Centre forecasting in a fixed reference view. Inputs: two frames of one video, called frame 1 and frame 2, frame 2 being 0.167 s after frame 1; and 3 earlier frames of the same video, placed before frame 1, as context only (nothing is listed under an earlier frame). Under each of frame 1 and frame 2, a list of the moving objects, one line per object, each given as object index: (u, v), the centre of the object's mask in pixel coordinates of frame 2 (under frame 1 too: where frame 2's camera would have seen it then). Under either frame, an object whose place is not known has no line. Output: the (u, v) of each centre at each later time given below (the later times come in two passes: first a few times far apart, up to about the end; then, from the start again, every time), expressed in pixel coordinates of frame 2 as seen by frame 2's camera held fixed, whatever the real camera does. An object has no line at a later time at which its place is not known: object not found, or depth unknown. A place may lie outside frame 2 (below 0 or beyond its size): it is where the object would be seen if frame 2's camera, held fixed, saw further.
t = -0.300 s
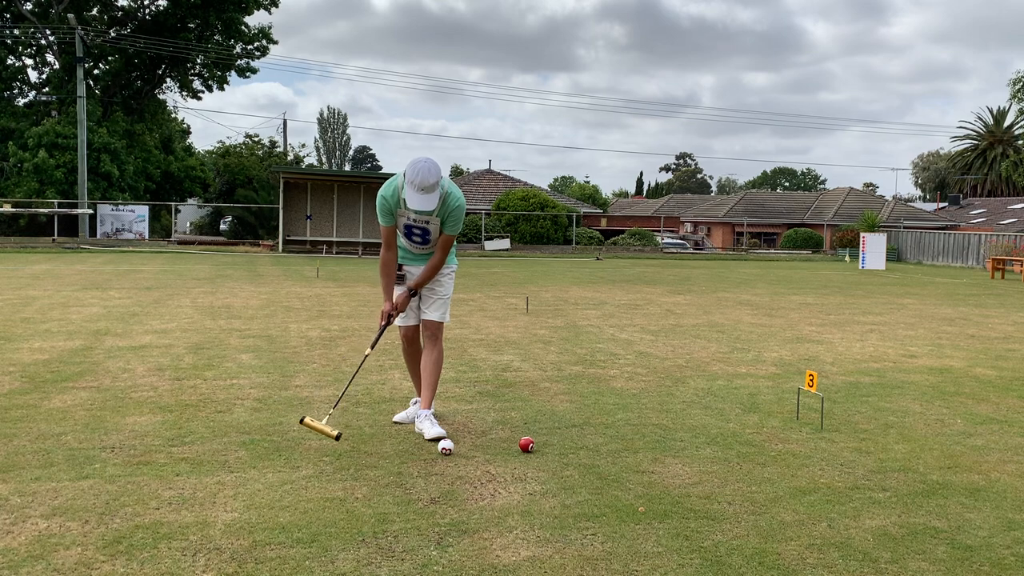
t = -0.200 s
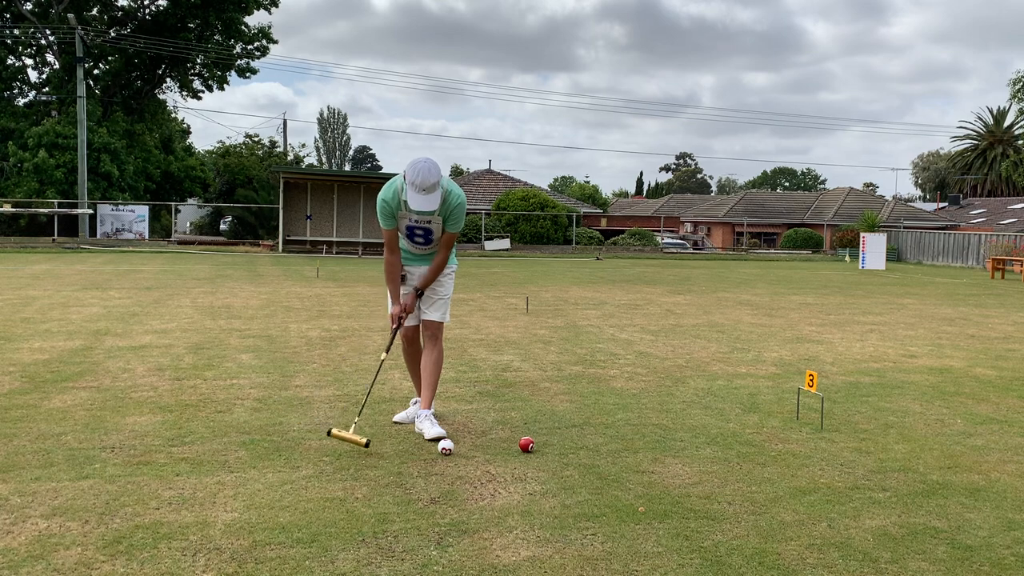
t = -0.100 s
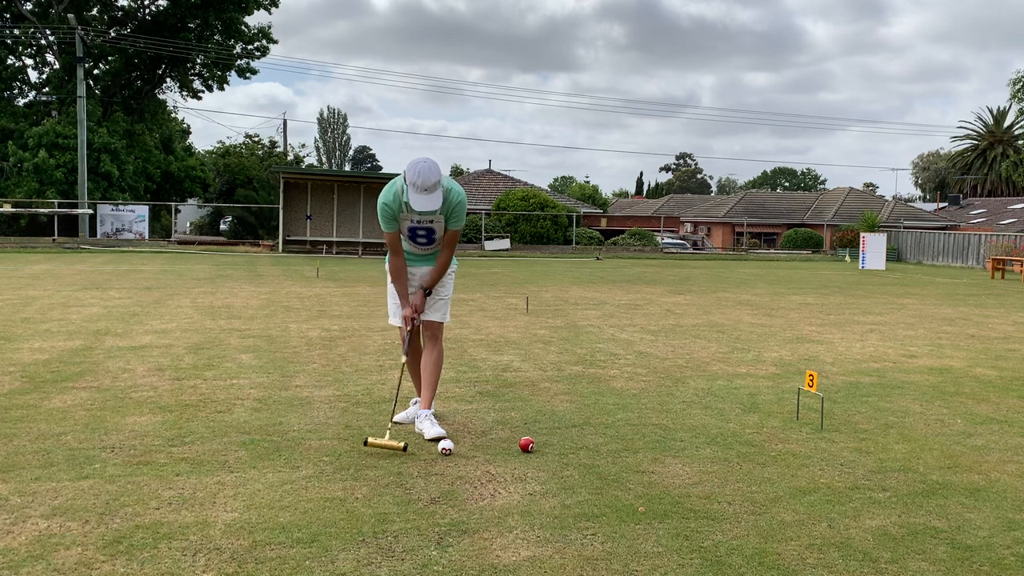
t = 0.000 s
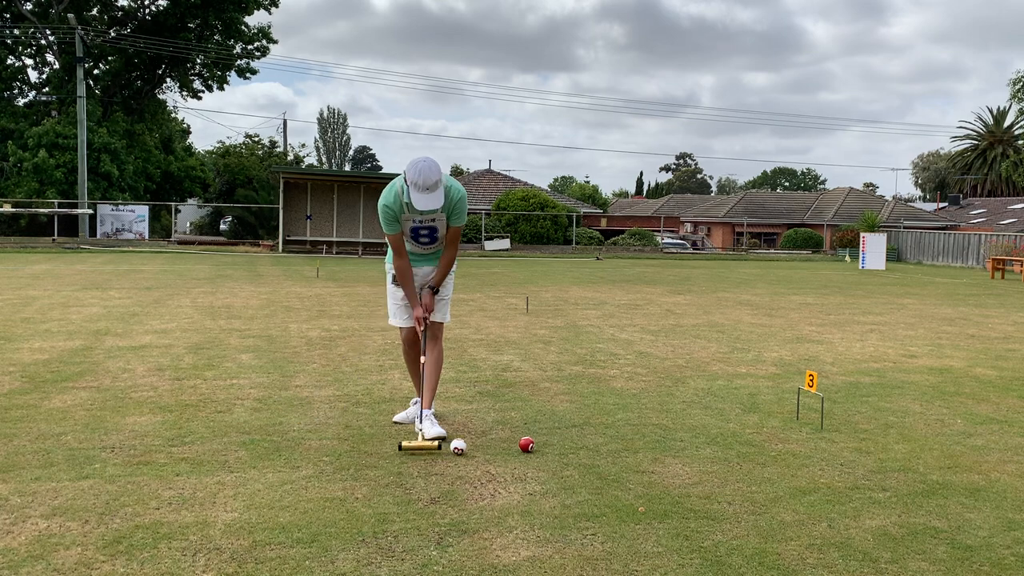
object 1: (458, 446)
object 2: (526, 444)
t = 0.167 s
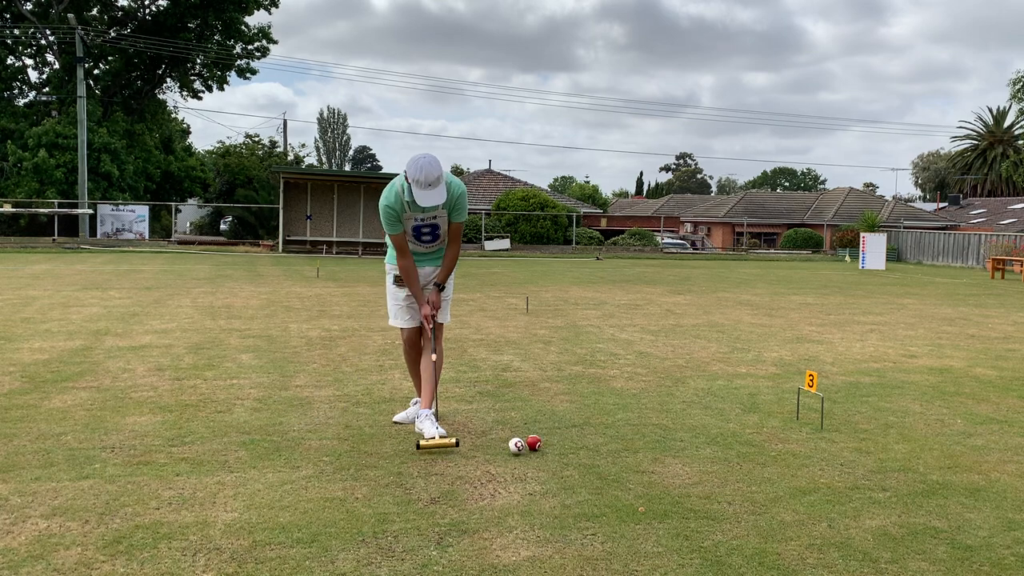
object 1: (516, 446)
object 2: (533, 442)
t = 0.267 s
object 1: (526, 449)
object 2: (549, 441)
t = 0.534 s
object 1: (555, 454)
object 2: (581, 436)
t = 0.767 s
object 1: (573, 458)
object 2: (602, 433)
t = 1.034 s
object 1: (584, 458)
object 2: (614, 430)
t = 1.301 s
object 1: (582, 458)
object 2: (619, 428)
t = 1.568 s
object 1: (582, 458)
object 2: (619, 428)
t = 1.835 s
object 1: (582, 458)
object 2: (619, 427)
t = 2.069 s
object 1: (582, 458)
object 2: (619, 427)
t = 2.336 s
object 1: (582, 458)
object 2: (619, 427)
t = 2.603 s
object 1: (582, 458)
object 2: (619, 427)
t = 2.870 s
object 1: (582, 458)
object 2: (619, 427)
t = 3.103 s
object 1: (582, 458)
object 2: (619, 427)
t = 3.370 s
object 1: (582, 458)
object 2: (619, 427)
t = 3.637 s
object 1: (582, 458)
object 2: (619, 427)
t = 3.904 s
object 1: (582, 458)
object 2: (619, 427)
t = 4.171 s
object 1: (582, 458)
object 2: (619, 427)
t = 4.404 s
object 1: (582, 458)
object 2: (619, 427)
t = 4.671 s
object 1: (582, 458)
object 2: (619, 427)
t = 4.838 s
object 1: (582, 458)
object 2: (619, 427)
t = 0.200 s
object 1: (519, 448)
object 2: (539, 442)
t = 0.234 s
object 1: (523, 449)
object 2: (545, 441)
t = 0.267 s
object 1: (526, 449)
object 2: (549, 441)
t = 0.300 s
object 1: (530, 451)
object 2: (554, 440)
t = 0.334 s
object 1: (534, 451)
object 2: (558, 440)
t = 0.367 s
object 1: (538, 452)
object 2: (562, 439)
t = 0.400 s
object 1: (542, 453)
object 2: (566, 438)
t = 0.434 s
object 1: (545, 453)
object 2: (570, 438)
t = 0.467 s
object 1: (548, 454)
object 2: (574, 437)
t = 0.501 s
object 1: (552, 454)
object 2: (578, 437)
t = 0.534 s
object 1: (555, 454)
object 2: (581, 436)
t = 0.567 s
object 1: (558, 454)
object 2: (584, 436)
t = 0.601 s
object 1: (561, 456)
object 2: (588, 436)
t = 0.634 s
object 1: (563, 456)
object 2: (591, 435)
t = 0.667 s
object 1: (566, 457)
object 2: (594, 435)
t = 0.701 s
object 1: (568, 457)
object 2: (596, 434)
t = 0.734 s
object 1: (571, 457)
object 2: (599, 434)
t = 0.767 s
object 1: (573, 458)
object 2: (602, 433)
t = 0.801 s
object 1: (575, 458)
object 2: (604, 433)
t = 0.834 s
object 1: (577, 458)
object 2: (606, 432)
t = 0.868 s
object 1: (579, 458)
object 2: (608, 432)
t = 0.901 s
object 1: (581, 458)
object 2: (609, 432)
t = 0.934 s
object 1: (582, 458)
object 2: (611, 431)
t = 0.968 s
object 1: (583, 458)
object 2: (613, 431)
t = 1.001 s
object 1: (584, 458)
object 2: (613, 430)
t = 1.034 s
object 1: (584, 458)
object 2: (614, 430)
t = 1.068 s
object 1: (585, 458)
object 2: (615, 430)
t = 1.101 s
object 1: (585, 458)
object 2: (616, 429)
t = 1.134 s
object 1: (584, 458)
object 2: (616, 429)
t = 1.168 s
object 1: (584, 458)
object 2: (617, 428)
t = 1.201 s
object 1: (584, 458)
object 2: (617, 428)
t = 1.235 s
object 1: (583, 458)
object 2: (618, 428)
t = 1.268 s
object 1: (583, 458)
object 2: (619, 428)
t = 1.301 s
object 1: (582, 458)
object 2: (619, 428)
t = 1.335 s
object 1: (582, 458)
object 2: (619, 428)
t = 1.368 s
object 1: (582, 458)
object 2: (620, 428)
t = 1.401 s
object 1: (582, 458)
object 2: (620, 428)
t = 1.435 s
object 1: (582, 458)
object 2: (620, 428)
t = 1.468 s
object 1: (582, 458)
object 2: (620, 428)
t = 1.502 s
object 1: (582, 458)
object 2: (620, 428)
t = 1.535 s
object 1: (582, 458)
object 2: (620, 427)
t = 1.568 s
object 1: (582, 458)
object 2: (619, 428)
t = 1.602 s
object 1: (582, 458)
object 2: (619, 427)
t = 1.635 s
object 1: (582, 458)
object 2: (619, 427)
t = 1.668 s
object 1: (582, 458)
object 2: (619, 427)
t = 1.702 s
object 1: (582, 458)
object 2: (619, 427)
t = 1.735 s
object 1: (582, 458)
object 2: (619, 427)
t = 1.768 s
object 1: (582, 458)
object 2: (619, 427)
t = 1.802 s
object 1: (582, 458)
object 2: (619, 427)
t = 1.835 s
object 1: (582, 458)
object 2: (619, 427)
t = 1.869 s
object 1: (582, 458)
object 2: (619, 427)
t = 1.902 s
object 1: (582, 458)
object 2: (619, 427)
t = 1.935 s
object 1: (582, 458)
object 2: (619, 427)
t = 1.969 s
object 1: (582, 458)
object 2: (619, 427)
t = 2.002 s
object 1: (582, 458)
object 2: (619, 427)
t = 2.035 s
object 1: (582, 458)
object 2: (619, 427)
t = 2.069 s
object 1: (582, 458)
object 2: (619, 427)
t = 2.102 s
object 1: (582, 458)
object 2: (619, 427)
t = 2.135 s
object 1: (582, 458)
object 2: (619, 427)
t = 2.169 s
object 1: (582, 458)
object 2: (619, 427)
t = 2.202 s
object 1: (582, 458)
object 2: (619, 427)
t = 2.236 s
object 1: (582, 458)
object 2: (619, 427)
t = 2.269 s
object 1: (582, 458)
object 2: (619, 427)
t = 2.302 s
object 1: (582, 458)
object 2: (619, 427)
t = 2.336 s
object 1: (582, 458)
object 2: (619, 427)
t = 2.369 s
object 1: (582, 458)
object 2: (619, 427)
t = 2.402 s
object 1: (582, 458)
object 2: (619, 427)
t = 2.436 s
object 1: (582, 458)
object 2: (619, 427)
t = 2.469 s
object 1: (582, 458)
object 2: (619, 427)
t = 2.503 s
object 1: (582, 458)
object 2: (619, 427)
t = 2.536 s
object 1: (582, 458)
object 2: (619, 427)
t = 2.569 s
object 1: (582, 458)
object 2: (619, 427)
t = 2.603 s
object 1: (582, 458)
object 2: (619, 427)
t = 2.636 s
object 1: (582, 458)
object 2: (619, 427)
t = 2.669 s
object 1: (582, 458)
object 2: (619, 427)
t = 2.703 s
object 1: (582, 458)
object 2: (619, 427)
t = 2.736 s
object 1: (582, 458)
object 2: (619, 427)
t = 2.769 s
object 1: (582, 458)
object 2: (619, 427)
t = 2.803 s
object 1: (582, 458)
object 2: (619, 427)
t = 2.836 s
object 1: (582, 458)
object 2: (619, 427)
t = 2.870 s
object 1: (582, 458)
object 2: (619, 427)
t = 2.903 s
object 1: (582, 458)
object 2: (619, 427)
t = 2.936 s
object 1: (582, 458)
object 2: (619, 427)
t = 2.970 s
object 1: (582, 458)
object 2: (619, 427)
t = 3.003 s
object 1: (582, 458)
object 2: (619, 427)
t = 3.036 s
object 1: (582, 458)
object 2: (619, 427)
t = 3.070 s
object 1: (582, 458)
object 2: (619, 427)
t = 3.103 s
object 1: (582, 458)
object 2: (619, 427)
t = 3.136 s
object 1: (582, 458)
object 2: (619, 427)
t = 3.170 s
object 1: (582, 458)
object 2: (619, 427)
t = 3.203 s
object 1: (582, 458)
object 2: (619, 427)
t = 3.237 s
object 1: (582, 458)
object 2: (619, 427)
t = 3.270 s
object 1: (582, 458)
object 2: (619, 427)
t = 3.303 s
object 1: (582, 458)
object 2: (619, 427)
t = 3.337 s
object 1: (582, 458)
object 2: (619, 427)
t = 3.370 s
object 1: (582, 458)
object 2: (619, 427)
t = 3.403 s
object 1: (582, 458)
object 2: (619, 427)
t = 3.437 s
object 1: (582, 458)
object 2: (619, 427)
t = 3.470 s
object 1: (582, 458)
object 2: (619, 427)
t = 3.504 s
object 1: (582, 458)
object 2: (619, 427)
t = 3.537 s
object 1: (582, 458)
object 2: (619, 427)
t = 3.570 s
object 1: (582, 458)
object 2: (619, 427)
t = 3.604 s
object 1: (582, 458)
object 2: (619, 427)
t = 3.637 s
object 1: (582, 458)
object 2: (619, 427)
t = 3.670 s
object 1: (582, 458)
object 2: (619, 427)
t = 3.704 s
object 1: (582, 458)
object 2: (619, 427)
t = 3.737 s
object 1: (582, 458)
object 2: (619, 427)
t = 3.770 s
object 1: (582, 458)
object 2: (619, 427)
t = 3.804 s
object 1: (582, 458)
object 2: (619, 427)
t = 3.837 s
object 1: (582, 458)
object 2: (619, 427)
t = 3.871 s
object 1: (582, 458)
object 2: (619, 427)
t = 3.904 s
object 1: (582, 458)
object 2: (619, 427)
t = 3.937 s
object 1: (582, 458)
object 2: (619, 427)
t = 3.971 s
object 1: (582, 458)
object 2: (619, 427)
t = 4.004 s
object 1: (582, 458)
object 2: (619, 427)
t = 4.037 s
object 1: (582, 458)
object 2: (619, 427)
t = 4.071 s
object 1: (582, 458)
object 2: (619, 427)
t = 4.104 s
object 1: (582, 458)
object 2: (619, 427)
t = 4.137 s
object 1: (582, 458)
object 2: (619, 427)
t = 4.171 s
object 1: (582, 458)
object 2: (619, 427)
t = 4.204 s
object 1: (582, 458)
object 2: (619, 427)
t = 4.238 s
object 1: (582, 458)
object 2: (619, 427)
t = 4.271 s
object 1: (582, 458)
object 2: (619, 427)
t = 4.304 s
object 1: (582, 458)
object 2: (619, 427)
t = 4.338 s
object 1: (582, 458)
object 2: (619, 427)
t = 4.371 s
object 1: (582, 458)
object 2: (619, 427)
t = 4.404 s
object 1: (582, 458)
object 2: (619, 427)
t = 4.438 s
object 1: (582, 458)
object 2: (619, 427)
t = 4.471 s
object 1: (582, 458)
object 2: (619, 427)
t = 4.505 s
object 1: (582, 458)
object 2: (619, 427)
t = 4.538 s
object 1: (582, 458)
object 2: (619, 427)
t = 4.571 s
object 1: (582, 458)
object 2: (619, 427)
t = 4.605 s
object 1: (582, 458)
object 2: (619, 427)
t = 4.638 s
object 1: (582, 458)
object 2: (619, 427)
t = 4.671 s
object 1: (582, 458)
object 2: (619, 427)
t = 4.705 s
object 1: (582, 458)
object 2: (619, 427)
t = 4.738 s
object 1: (582, 458)
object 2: (619, 427)
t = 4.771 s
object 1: (582, 458)
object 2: (619, 427)
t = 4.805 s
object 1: (582, 458)
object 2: (619, 427)
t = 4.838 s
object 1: (582, 458)
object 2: (619, 427)
